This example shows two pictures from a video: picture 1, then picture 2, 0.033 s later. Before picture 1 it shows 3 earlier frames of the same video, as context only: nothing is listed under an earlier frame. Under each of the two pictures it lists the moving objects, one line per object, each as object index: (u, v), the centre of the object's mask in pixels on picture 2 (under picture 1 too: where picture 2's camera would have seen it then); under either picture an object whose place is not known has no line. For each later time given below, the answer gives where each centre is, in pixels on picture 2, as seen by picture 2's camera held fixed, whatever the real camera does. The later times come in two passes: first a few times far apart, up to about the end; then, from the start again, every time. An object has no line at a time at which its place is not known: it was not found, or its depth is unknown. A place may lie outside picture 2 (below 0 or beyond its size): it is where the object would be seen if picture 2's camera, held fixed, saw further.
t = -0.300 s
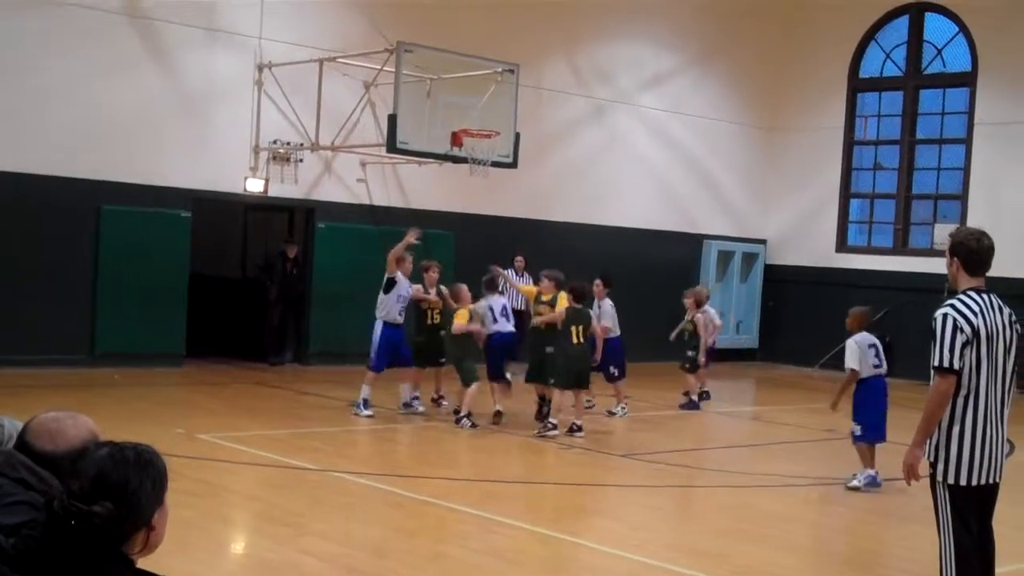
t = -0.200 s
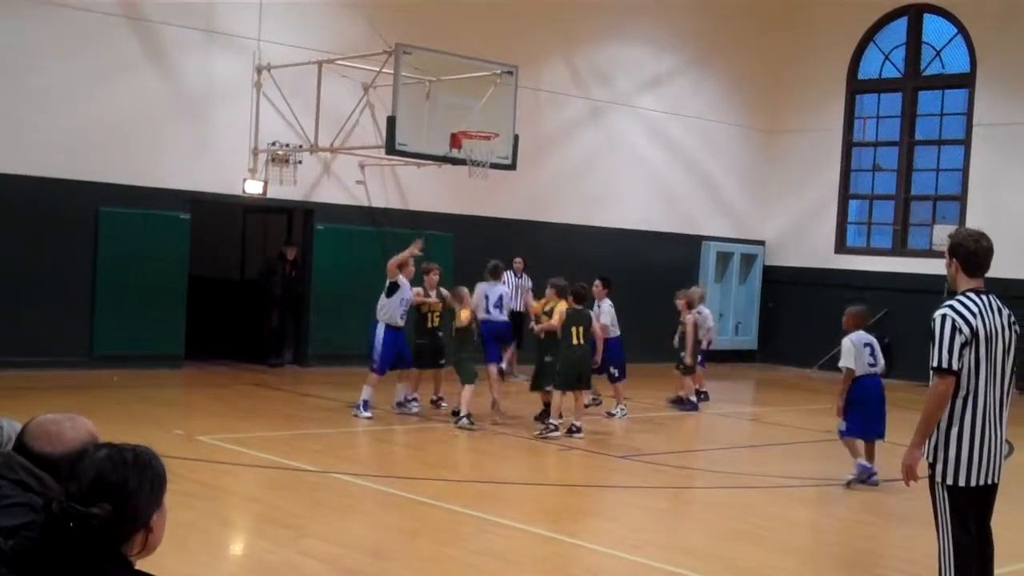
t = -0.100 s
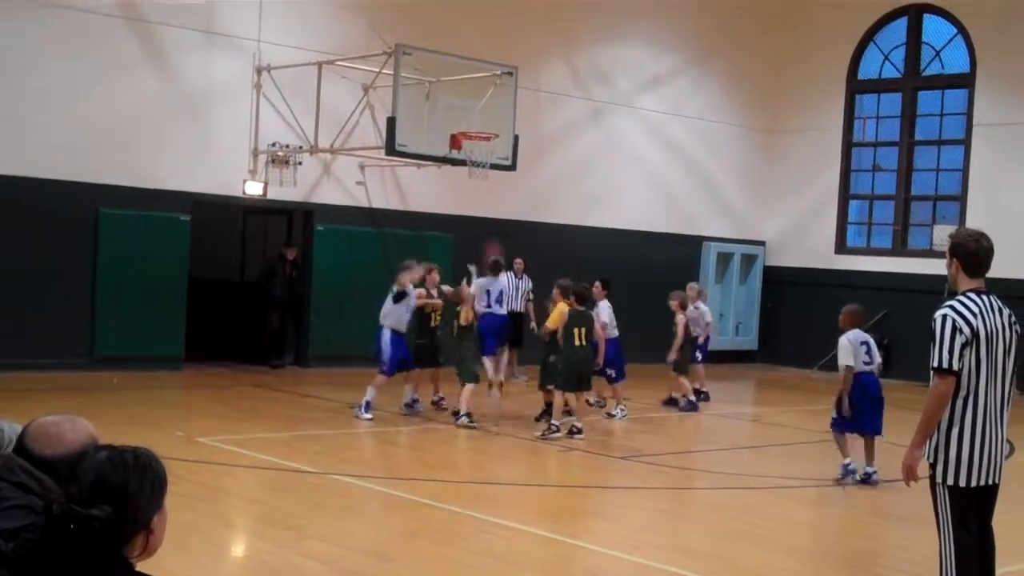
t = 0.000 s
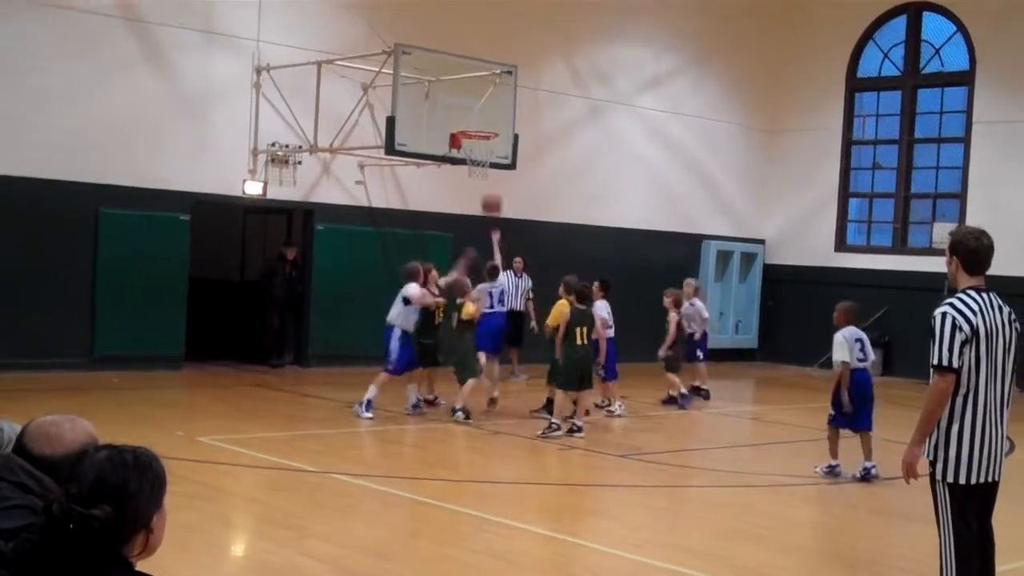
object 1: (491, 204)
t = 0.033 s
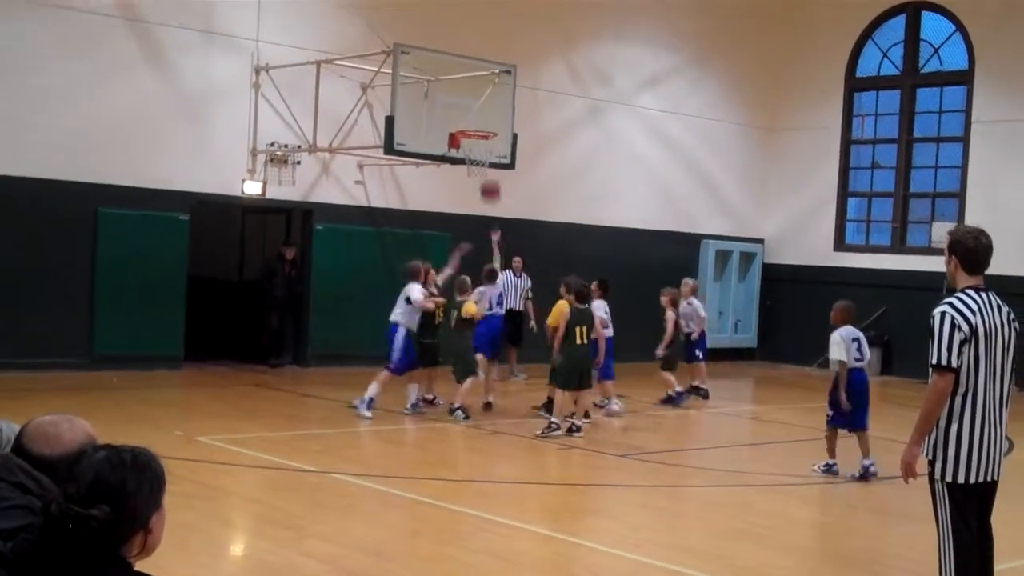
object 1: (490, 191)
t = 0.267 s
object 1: (487, 115)
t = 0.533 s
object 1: (480, 93)
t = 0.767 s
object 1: (481, 114)
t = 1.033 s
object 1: (515, 117)
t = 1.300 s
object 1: (548, 153)
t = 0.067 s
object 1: (490, 177)
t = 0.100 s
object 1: (489, 164)
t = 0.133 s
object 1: (488, 151)
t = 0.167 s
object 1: (488, 141)
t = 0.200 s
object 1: (487, 130)
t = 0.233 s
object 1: (487, 122)
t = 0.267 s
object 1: (487, 115)
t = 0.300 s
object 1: (486, 109)
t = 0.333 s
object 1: (485, 103)
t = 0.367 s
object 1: (485, 100)
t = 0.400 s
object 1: (483, 97)
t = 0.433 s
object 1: (483, 94)
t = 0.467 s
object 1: (482, 93)
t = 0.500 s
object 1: (481, 93)
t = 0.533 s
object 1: (480, 93)
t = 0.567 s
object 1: (479, 94)
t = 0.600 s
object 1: (478, 96)
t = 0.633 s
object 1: (477, 99)
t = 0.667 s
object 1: (476, 103)
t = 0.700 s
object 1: (475, 107)
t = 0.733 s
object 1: (478, 111)
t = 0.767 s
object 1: (481, 114)
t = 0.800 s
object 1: (485, 118)
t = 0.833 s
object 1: (488, 123)
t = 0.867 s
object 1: (492, 123)
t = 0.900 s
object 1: (497, 120)
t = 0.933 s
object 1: (502, 118)
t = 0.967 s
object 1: (506, 116)
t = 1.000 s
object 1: (511, 117)
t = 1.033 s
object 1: (515, 117)
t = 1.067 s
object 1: (520, 118)
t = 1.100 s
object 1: (524, 120)
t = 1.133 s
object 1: (528, 124)
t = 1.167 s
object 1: (532, 128)
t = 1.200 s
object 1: (537, 132)
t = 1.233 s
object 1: (541, 138)
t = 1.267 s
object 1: (545, 145)
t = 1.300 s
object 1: (548, 153)
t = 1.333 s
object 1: (553, 162)
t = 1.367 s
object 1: (557, 171)
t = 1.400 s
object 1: (560, 181)
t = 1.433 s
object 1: (564, 192)
